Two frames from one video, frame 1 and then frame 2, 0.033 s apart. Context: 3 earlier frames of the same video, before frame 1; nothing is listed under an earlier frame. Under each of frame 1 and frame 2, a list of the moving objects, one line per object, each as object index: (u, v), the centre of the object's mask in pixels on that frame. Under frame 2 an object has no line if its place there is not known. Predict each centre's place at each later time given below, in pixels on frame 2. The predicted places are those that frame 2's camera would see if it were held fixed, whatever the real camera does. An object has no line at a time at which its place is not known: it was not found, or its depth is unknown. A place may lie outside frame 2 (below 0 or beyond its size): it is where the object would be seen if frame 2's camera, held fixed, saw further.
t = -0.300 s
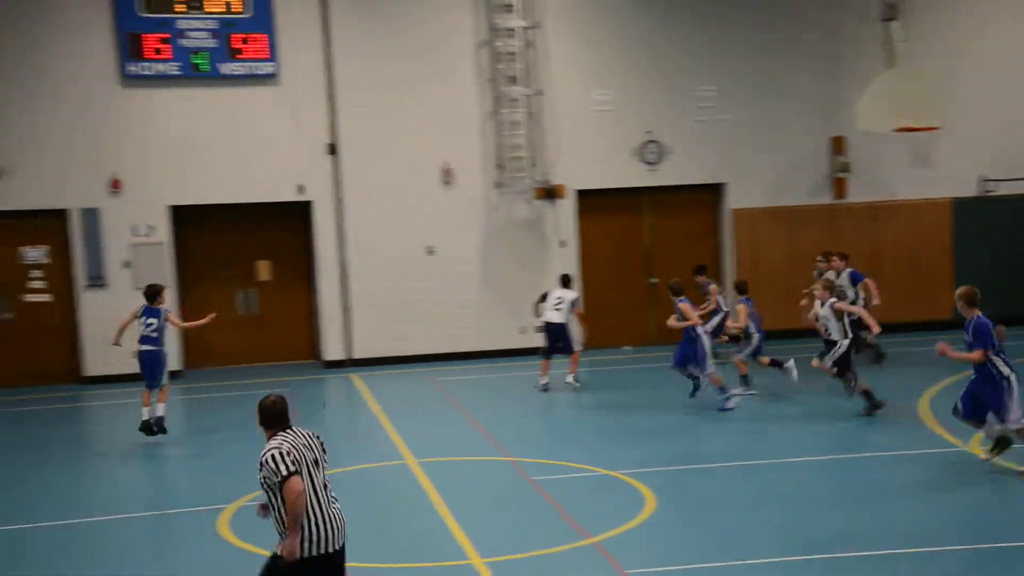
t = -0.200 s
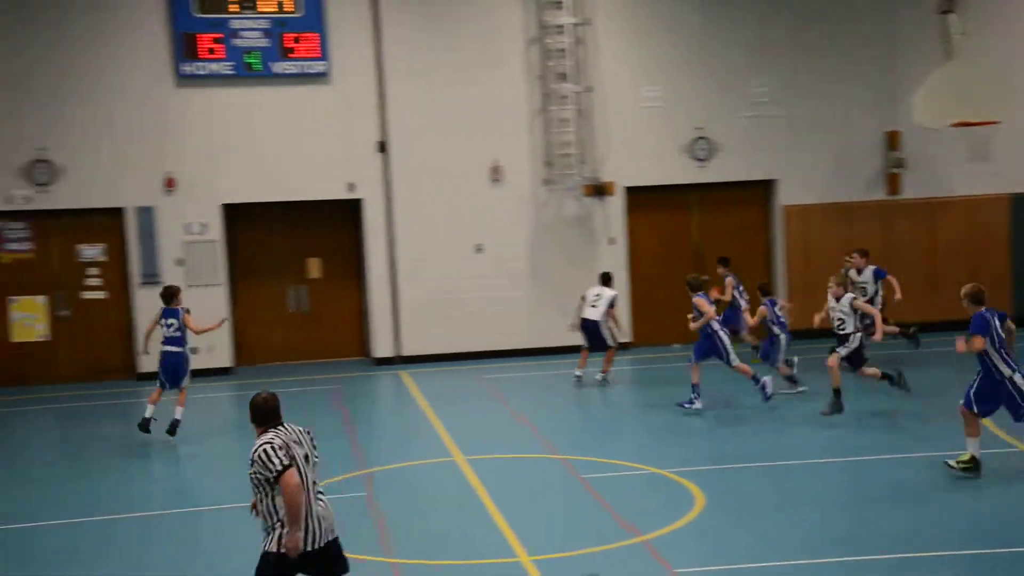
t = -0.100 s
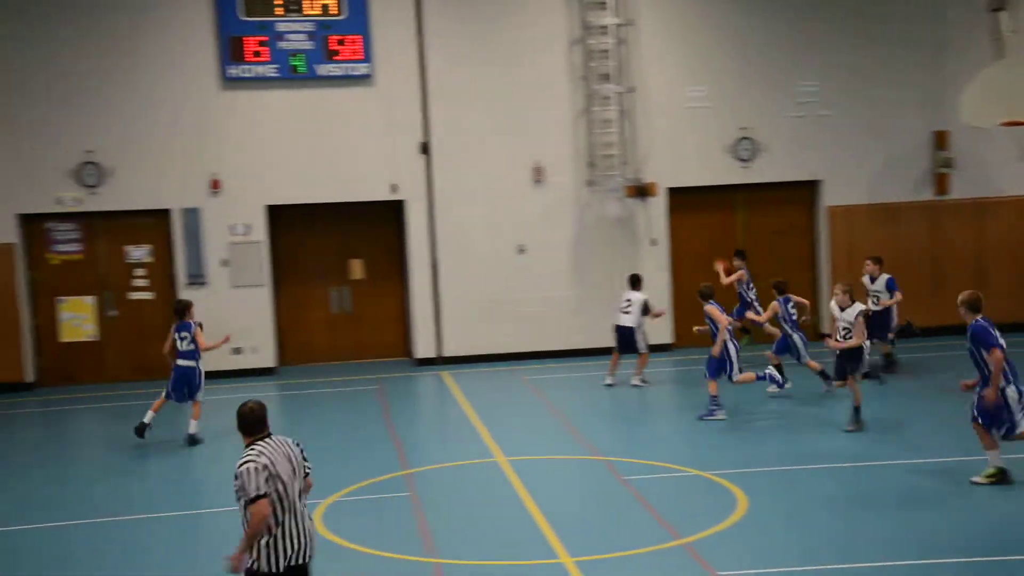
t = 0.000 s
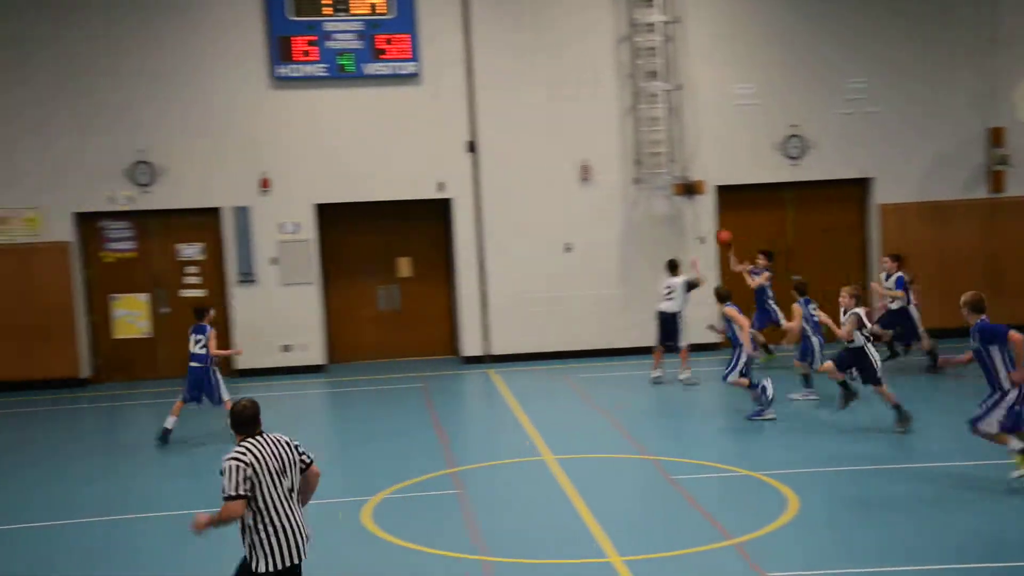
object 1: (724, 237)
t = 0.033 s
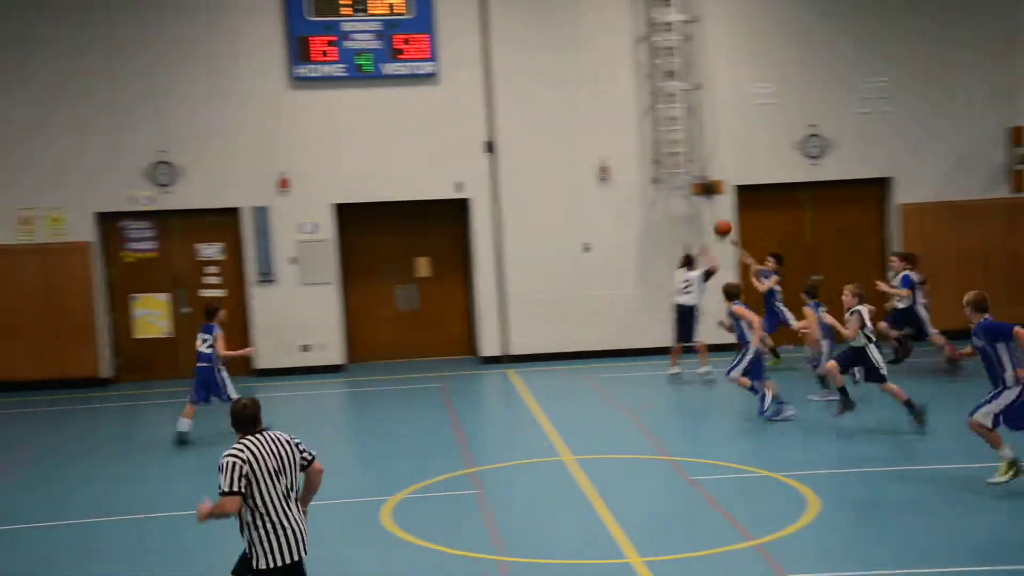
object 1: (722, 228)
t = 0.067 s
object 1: (700, 218)
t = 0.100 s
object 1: (678, 209)
